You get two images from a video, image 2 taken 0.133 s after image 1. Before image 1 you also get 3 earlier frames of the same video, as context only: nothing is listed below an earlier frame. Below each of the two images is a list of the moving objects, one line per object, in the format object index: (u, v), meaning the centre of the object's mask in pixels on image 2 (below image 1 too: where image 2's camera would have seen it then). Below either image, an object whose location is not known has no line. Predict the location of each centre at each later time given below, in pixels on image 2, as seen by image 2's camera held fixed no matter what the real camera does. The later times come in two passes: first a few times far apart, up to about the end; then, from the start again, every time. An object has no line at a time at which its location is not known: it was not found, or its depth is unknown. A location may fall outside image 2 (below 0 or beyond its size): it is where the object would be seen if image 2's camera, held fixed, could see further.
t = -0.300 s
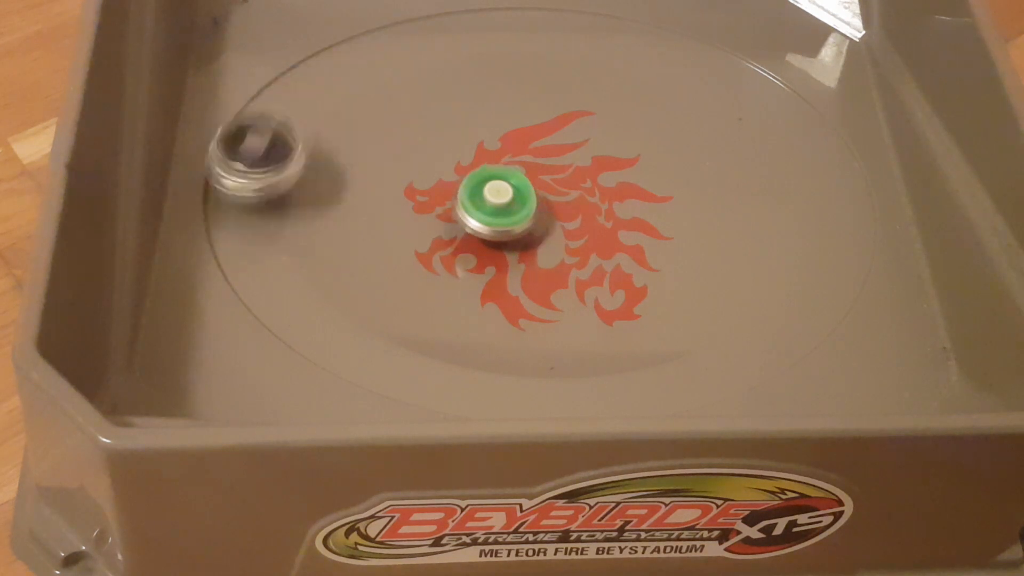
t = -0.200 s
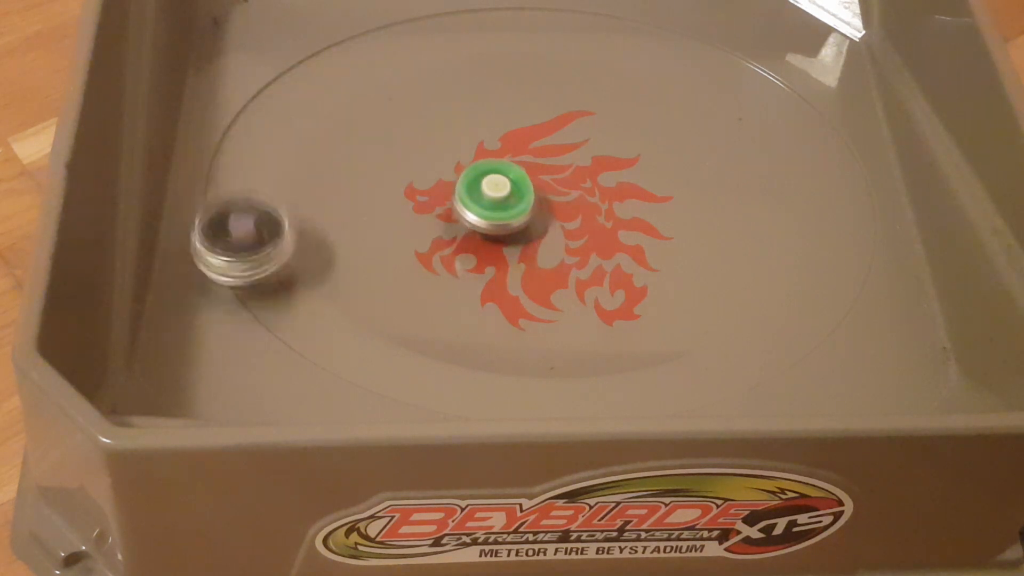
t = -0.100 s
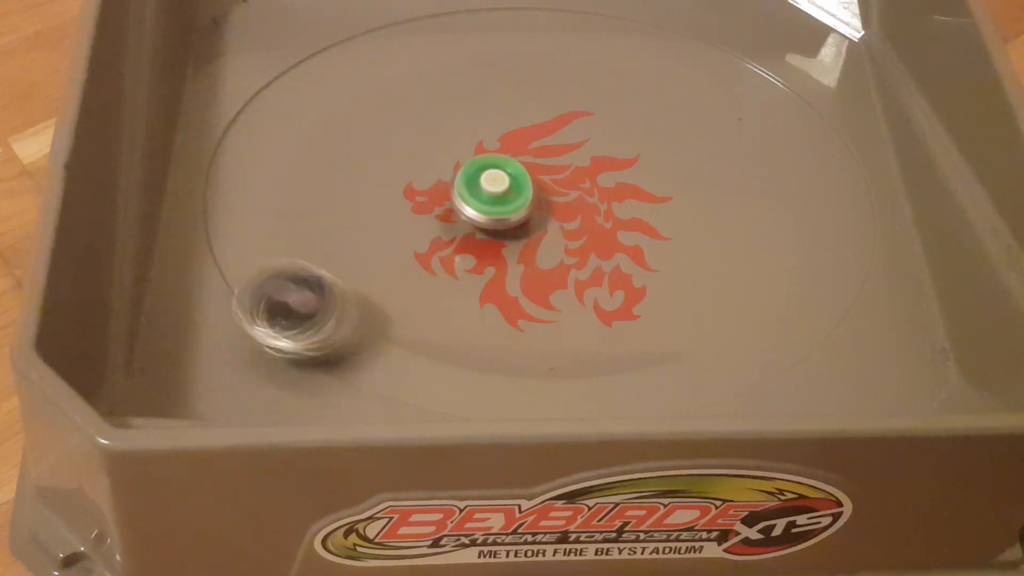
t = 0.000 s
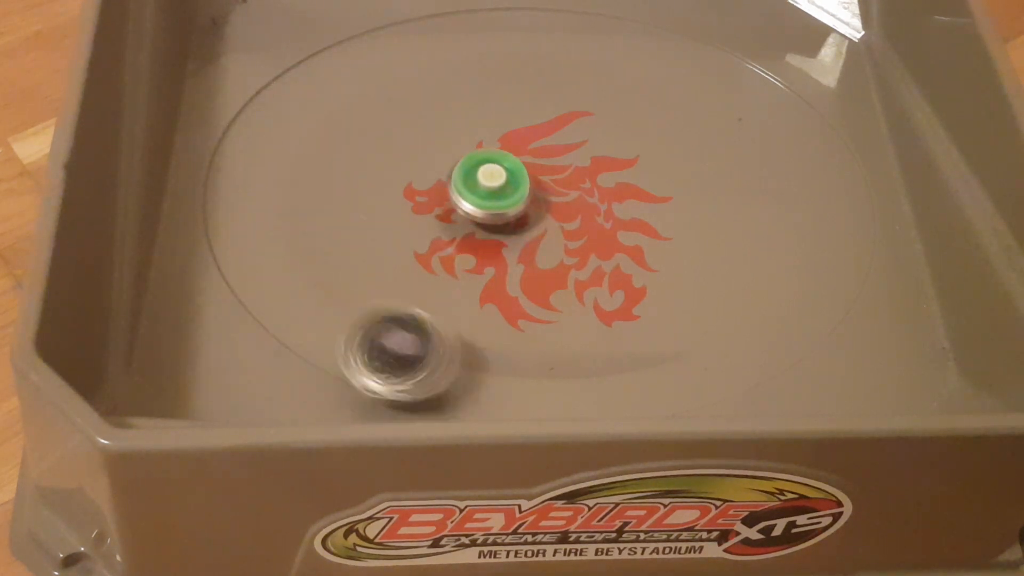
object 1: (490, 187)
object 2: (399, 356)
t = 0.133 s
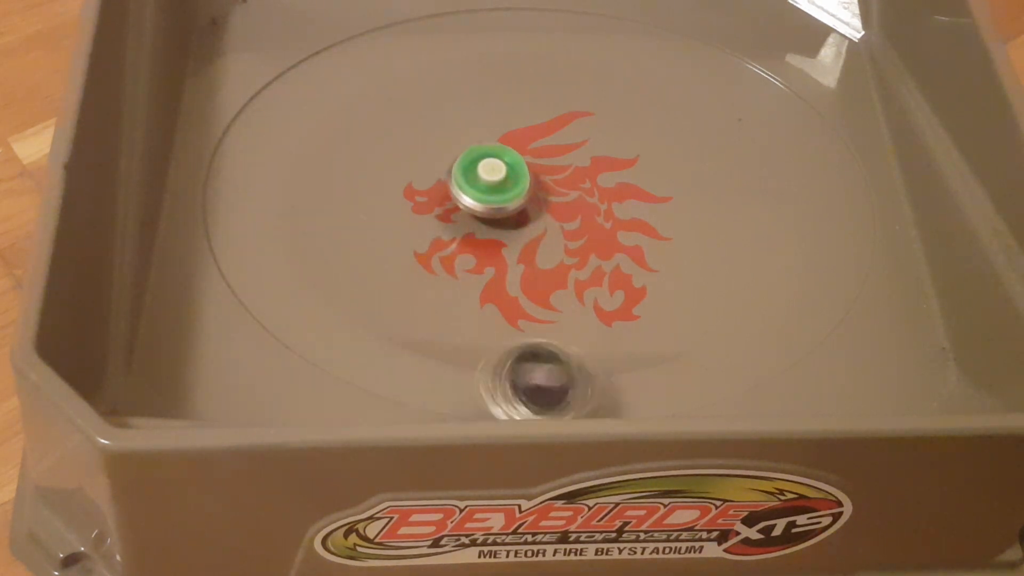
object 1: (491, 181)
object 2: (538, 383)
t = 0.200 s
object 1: (492, 179)
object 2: (613, 384)
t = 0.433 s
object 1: (501, 172)
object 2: (803, 289)
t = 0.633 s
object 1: (514, 167)
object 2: (812, 149)
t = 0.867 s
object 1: (528, 160)
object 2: (685, 31)
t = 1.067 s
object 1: (537, 158)
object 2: (523, 19)
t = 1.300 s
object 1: (549, 160)
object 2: (335, 129)
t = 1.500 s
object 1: (556, 166)
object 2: (390, 321)
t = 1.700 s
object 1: (567, 176)
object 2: (588, 386)
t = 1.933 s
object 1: (580, 188)
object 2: (770, 291)
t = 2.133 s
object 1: (585, 198)
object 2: (734, 121)
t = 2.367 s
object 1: (588, 208)
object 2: (469, 53)
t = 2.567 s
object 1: (588, 216)
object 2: (307, 197)
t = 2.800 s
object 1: (580, 224)
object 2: (517, 337)
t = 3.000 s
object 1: (570, 231)
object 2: (724, 231)
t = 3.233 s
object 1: (558, 236)
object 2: (627, 74)
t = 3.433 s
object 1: (548, 234)
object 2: (411, 114)
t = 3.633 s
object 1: (535, 231)
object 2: (401, 269)
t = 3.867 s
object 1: (519, 227)
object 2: (635, 289)
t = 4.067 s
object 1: (513, 222)
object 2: (698, 166)
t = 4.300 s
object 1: (506, 213)
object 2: (535, 109)
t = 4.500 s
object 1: (529, 252)
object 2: (398, 152)
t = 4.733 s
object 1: (572, 269)
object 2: (434, 262)
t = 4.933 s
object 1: (824, 217)
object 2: (462, 261)
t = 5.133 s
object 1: (830, 131)
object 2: (480, 211)
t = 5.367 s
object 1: (782, 105)
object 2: (438, 151)
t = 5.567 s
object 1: (741, 120)
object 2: (444, 191)
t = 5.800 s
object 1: (632, 145)
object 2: (535, 174)
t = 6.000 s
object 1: (812, 141)
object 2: (380, 186)
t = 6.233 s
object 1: (791, 158)
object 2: (412, 259)
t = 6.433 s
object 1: (693, 160)
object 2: (539, 240)
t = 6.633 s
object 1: (676, 134)
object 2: (530, 192)
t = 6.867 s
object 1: (611, 129)
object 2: (466, 149)
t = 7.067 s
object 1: (558, 139)
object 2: (447, 193)
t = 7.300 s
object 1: (559, 110)
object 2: (514, 245)
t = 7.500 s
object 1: (553, 93)
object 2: (566, 281)
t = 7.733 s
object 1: (512, 148)
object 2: (623, 225)
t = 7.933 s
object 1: (486, 118)
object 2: (618, 214)
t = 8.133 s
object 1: (465, 128)
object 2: (663, 238)
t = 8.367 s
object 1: (483, 178)
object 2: (662, 216)
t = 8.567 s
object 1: (485, 200)
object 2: (586, 219)
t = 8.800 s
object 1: (447, 210)
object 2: (554, 267)
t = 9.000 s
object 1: (445, 224)
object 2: (584, 263)
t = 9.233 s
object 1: (454, 224)
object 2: (554, 222)
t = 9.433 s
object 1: (456, 213)
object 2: (574, 191)
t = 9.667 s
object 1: (472, 207)
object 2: (557, 151)
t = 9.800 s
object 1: (452, 216)
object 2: (559, 132)
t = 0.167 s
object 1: (491, 180)
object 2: (573, 384)
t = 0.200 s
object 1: (492, 179)
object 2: (613, 384)
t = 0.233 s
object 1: (493, 178)
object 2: (646, 379)
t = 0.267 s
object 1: (494, 177)
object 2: (684, 375)
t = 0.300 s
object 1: (495, 176)
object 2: (713, 361)
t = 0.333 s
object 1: (497, 175)
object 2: (742, 348)
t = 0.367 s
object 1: (498, 174)
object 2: (764, 330)
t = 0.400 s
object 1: (500, 173)
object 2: (785, 311)
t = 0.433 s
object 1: (501, 172)
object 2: (803, 289)
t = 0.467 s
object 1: (503, 172)
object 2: (814, 266)
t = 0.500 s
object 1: (505, 171)
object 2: (821, 245)
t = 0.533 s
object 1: (507, 170)
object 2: (826, 220)
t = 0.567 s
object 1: (509, 169)
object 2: (824, 197)
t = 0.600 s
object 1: (512, 168)
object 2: (820, 172)
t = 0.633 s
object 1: (514, 167)
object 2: (812, 149)
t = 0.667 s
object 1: (516, 166)
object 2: (800, 128)
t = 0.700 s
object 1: (518, 165)
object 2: (786, 107)
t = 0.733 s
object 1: (520, 164)
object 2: (770, 87)
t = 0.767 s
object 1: (522, 163)
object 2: (752, 72)
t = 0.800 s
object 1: (524, 162)
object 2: (731, 55)
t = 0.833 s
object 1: (526, 161)
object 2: (707, 40)
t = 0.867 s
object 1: (528, 160)
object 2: (685, 31)
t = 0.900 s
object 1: (529, 160)
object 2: (662, 24)
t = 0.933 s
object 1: (531, 159)
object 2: (638, 20)
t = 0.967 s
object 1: (533, 159)
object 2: (611, 17)
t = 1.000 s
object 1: (534, 159)
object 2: (586, 14)
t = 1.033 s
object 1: (536, 159)
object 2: (554, 15)
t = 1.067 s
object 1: (537, 158)
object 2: (523, 19)
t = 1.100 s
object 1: (538, 158)
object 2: (496, 23)
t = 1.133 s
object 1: (540, 158)
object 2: (464, 29)
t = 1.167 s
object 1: (542, 159)
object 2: (436, 35)
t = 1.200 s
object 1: (543, 159)
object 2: (407, 49)
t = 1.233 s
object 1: (545, 160)
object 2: (379, 71)
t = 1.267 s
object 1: (546, 159)
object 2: (356, 99)
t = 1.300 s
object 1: (549, 160)
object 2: (335, 129)
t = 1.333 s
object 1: (551, 161)
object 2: (319, 166)
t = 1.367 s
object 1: (552, 161)
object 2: (314, 201)
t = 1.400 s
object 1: (553, 163)
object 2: (317, 234)
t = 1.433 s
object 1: (555, 164)
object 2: (332, 266)
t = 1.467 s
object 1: (555, 165)
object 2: (358, 297)
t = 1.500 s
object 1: (556, 166)
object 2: (390, 321)
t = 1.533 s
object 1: (558, 168)
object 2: (419, 343)
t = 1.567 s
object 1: (559, 169)
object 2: (451, 366)
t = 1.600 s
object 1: (561, 171)
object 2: (487, 379)
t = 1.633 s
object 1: (563, 172)
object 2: (519, 383)
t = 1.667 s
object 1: (565, 174)
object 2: (552, 387)
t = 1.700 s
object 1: (567, 176)
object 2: (588, 386)
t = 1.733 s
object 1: (569, 178)
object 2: (621, 381)
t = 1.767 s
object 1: (571, 180)
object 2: (652, 375)
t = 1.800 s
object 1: (573, 182)
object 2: (686, 366)
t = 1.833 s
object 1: (574, 183)
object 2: (711, 350)
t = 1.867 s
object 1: (576, 185)
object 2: (737, 332)
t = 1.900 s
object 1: (578, 187)
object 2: (754, 313)
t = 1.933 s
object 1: (580, 188)
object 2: (770, 291)
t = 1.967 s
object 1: (581, 190)
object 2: (780, 267)
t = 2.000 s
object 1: (582, 192)
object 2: (784, 240)
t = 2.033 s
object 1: (584, 193)
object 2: (780, 210)
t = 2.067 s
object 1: (584, 195)
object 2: (773, 180)
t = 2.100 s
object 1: (585, 196)
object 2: (758, 149)
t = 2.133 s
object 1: (585, 198)
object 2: (734, 121)
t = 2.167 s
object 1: (586, 199)
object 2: (706, 95)
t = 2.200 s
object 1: (586, 201)
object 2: (675, 74)
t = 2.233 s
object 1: (586, 202)
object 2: (637, 58)
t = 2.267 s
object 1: (587, 203)
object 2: (599, 48)
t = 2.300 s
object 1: (587, 205)
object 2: (555, 43)
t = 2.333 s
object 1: (588, 206)
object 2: (513, 45)
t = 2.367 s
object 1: (588, 208)
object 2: (469, 53)
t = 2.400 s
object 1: (588, 209)
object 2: (427, 67)
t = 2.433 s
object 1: (588, 211)
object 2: (391, 84)
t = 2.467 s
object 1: (588, 212)
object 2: (356, 108)
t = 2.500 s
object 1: (588, 214)
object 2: (331, 134)
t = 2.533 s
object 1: (588, 215)
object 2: (311, 167)
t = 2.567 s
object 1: (588, 216)
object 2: (307, 197)
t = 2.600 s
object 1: (587, 218)
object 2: (310, 229)
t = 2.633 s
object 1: (586, 218)
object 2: (324, 259)
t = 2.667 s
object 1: (585, 219)
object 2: (350, 285)
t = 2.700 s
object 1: (584, 221)
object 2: (385, 307)
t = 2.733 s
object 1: (583, 222)
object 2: (422, 324)
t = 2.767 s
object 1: (581, 223)
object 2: (469, 336)
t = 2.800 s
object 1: (580, 224)
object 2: (517, 337)
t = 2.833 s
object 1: (578, 226)
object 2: (565, 335)
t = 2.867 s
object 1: (576, 227)
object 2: (608, 325)
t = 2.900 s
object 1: (574, 227)
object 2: (648, 308)
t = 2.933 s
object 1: (573, 228)
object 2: (683, 285)
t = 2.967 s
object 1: (571, 229)
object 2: (709, 260)
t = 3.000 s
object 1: (570, 231)
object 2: (724, 231)
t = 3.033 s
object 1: (568, 232)
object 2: (732, 200)
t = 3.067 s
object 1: (567, 233)
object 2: (733, 171)
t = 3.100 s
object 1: (565, 233)
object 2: (726, 146)
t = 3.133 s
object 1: (563, 233)
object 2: (710, 122)
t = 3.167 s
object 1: (562, 234)
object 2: (688, 102)
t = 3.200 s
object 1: (560, 235)
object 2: (662, 87)
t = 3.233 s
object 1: (558, 236)
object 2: (627, 74)
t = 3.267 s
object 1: (556, 236)
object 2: (592, 67)
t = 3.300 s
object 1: (555, 236)
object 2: (557, 67)
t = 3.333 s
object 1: (554, 236)
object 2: (519, 70)
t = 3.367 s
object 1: (553, 235)
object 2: (478, 79)
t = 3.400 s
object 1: (551, 235)
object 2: (444, 95)
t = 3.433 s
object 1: (548, 234)
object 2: (411, 114)
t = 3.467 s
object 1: (546, 234)
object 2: (388, 138)
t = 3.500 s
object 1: (544, 233)
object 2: (373, 164)
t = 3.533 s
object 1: (542, 233)
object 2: (367, 193)
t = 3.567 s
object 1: (539, 233)
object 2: (371, 221)
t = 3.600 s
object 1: (537, 232)
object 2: (381, 246)
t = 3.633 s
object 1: (535, 231)
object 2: (401, 269)
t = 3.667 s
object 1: (533, 229)
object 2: (428, 287)
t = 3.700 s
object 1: (530, 229)
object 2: (461, 301)
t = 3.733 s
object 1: (528, 229)
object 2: (496, 310)
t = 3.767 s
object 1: (525, 228)
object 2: (533, 311)
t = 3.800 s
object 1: (523, 227)
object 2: (572, 310)
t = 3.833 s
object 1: (521, 227)
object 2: (608, 300)
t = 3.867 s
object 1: (519, 227)
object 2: (635, 289)
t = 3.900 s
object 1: (518, 226)
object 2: (660, 274)
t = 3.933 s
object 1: (517, 225)
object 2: (681, 256)
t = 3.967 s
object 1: (516, 225)
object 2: (695, 233)
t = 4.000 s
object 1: (515, 224)
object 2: (704, 209)
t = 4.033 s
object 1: (514, 223)
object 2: (704, 187)
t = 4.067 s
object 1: (513, 222)
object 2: (698, 166)
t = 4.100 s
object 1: (512, 221)
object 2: (685, 147)
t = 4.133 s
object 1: (510, 220)
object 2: (669, 133)
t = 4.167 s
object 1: (510, 218)
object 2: (645, 120)
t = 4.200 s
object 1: (509, 217)
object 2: (620, 112)
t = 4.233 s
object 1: (508, 215)
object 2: (592, 107)
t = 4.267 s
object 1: (507, 214)
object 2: (563, 106)
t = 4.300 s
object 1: (506, 213)
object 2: (535, 109)
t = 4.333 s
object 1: (506, 211)
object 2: (508, 115)
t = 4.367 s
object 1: (505, 209)
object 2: (482, 125)
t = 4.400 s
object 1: (504, 208)
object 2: (459, 139)
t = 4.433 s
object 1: (512, 221)
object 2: (435, 141)
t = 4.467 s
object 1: (522, 239)
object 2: (416, 144)
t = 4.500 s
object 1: (529, 252)
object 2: (398, 152)
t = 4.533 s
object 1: (536, 261)
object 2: (384, 162)
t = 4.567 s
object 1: (541, 267)
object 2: (377, 177)
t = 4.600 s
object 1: (547, 270)
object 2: (375, 194)
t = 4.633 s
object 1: (552, 272)
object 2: (381, 213)
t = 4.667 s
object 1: (559, 272)
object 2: (391, 232)
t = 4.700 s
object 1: (566, 270)
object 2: (410, 248)
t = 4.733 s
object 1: (572, 269)
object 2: (434, 262)
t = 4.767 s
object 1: (578, 267)
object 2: (462, 273)
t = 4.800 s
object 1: (583, 265)
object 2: (487, 276)
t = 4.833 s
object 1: (652, 260)
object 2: (479, 275)
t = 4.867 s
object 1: (722, 249)
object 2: (468, 272)
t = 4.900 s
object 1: (777, 234)
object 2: (462, 266)
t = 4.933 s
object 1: (824, 217)
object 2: (462, 261)
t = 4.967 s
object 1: (863, 205)
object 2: (469, 255)
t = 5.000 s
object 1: (882, 186)
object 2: (475, 249)
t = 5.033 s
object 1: (881, 170)
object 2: (480, 242)
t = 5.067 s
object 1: (866, 157)
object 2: (482, 231)
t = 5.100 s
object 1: (846, 143)
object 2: (482, 221)
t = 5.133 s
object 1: (830, 131)
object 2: (480, 211)
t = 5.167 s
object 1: (816, 122)
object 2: (477, 199)
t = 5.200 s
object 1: (805, 115)
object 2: (472, 187)
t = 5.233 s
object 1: (796, 109)
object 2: (465, 175)
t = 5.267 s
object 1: (791, 106)
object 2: (459, 164)
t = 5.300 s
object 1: (787, 105)
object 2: (452, 157)
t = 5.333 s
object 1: (784, 104)
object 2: (445, 152)
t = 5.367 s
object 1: (782, 105)
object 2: (438, 151)
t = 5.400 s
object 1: (778, 106)
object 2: (431, 154)
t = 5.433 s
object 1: (774, 108)
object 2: (424, 157)
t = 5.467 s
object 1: (770, 110)
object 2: (420, 165)
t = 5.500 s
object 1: (765, 113)
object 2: (423, 174)
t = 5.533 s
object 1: (756, 116)
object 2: (432, 184)
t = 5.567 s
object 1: (741, 120)
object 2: (444, 191)
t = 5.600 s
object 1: (725, 123)
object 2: (462, 197)
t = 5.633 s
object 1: (707, 127)
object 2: (478, 198)
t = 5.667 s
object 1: (688, 131)
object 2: (494, 198)
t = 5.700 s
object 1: (670, 135)
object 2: (507, 192)
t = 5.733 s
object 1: (651, 139)
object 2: (523, 188)
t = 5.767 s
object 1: (633, 144)
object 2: (536, 180)
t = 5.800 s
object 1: (632, 145)
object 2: (535, 174)
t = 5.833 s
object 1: (681, 137)
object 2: (497, 174)
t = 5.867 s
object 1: (729, 137)
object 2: (465, 173)
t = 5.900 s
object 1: (761, 133)
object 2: (433, 174)
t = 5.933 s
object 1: (787, 136)
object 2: (410, 176)
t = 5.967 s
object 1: (803, 138)
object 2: (394, 181)
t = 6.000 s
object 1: (812, 141)
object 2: (380, 186)
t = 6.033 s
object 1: (816, 146)
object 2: (371, 194)
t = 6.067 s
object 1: (815, 148)
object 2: (367, 203)
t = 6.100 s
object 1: (813, 151)
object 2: (367, 215)
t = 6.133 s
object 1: (811, 154)
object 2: (370, 226)
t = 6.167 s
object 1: (805, 155)
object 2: (377, 237)
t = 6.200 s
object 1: (800, 157)
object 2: (392, 248)
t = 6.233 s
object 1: (791, 158)
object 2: (412, 259)
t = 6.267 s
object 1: (779, 159)
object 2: (430, 264)
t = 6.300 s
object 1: (763, 158)
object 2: (460, 267)
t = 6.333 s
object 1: (747, 158)
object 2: (481, 264)
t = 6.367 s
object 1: (729, 159)
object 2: (504, 261)
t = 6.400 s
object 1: (711, 160)
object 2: (524, 250)
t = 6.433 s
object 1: (693, 160)
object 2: (539, 240)
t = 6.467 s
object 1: (676, 161)
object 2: (553, 229)
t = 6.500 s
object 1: (659, 162)
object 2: (563, 217)
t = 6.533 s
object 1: (646, 163)
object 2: (570, 206)
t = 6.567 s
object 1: (658, 153)
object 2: (557, 202)
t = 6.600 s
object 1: (671, 141)
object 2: (541, 198)
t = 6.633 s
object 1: (676, 134)
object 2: (530, 192)
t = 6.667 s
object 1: (674, 130)
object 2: (520, 185)
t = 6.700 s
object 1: (666, 129)
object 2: (512, 177)
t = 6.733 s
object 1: (656, 128)
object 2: (503, 168)
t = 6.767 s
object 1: (645, 127)
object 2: (494, 162)
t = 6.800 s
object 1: (633, 128)
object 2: (485, 155)
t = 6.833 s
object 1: (622, 128)
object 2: (475, 150)
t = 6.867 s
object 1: (611, 129)
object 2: (466, 149)
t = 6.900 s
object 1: (600, 131)
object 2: (457, 151)
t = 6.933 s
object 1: (590, 132)
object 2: (448, 156)
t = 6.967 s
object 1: (581, 134)
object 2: (442, 163)
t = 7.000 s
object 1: (572, 136)
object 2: (439, 172)
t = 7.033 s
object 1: (565, 137)
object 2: (440, 182)
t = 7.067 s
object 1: (558, 139)
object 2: (447, 193)
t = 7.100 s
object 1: (553, 141)
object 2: (456, 202)
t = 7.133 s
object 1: (548, 142)
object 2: (469, 210)
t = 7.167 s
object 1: (544, 144)
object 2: (483, 214)
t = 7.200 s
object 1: (540, 146)
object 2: (496, 214)
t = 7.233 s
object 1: (537, 146)
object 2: (508, 215)
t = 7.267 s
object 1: (545, 131)
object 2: (511, 230)
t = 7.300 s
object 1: (559, 110)
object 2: (514, 245)
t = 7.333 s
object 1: (567, 95)
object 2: (518, 255)
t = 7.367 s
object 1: (572, 86)
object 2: (522, 267)
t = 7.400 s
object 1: (572, 83)
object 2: (530, 275)
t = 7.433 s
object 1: (568, 84)
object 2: (541, 278)
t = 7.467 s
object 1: (560, 88)
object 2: (554, 280)
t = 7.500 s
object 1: (553, 93)
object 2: (566, 281)
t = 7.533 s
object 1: (545, 100)
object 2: (580, 278)
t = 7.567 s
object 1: (537, 108)
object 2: (595, 275)
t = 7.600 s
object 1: (529, 117)
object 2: (606, 268)
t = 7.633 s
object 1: (523, 126)
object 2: (616, 260)
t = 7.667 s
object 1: (518, 135)
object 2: (622, 249)
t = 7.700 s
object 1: (514, 143)
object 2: (625, 237)
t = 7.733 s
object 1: (512, 148)
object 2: (623, 225)
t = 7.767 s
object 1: (513, 152)
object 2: (619, 215)
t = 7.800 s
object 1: (515, 155)
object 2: (610, 204)
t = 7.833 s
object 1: (517, 157)
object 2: (601, 195)
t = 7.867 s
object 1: (515, 154)
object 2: (598, 192)
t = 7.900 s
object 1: (499, 134)
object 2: (608, 205)
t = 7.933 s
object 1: (486, 118)
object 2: (618, 214)
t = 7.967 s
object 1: (477, 108)
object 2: (625, 221)
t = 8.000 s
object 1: (471, 103)
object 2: (632, 228)
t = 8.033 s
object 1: (467, 105)
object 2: (640, 231)
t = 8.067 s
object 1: (465, 111)
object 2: (648, 235)
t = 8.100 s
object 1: (465, 120)
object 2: (656, 238)
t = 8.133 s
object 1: (465, 128)
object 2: (663, 238)
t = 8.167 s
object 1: (466, 138)
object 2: (669, 239)
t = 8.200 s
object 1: (468, 146)
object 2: (675, 236)
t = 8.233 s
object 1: (470, 154)
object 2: (680, 233)
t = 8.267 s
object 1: (473, 161)
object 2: (682, 230)
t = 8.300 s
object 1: (476, 167)
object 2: (680, 224)
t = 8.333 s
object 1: (479, 172)
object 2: (673, 220)
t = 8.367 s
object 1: (483, 178)
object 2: (662, 216)
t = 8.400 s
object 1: (486, 182)
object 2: (646, 210)
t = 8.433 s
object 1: (489, 187)
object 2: (632, 210)
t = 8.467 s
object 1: (492, 192)
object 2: (619, 211)
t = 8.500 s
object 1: (494, 196)
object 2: (604, 211)
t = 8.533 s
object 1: (495, 200)
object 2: (591, 214)
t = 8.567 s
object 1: (485, 200)
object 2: (586, 219)
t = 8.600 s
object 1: (478, 201)
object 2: (578, 223)
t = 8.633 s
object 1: (474, 204)
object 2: (571, 229)
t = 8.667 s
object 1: (471, 207)
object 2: (563, 233)
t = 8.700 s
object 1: (463, 207)
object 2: (559, 242)
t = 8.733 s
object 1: (454, 206)
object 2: (558, 251)
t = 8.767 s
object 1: (449, 208)
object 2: (555, 258)
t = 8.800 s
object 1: (447, 210)
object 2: (554, 267)
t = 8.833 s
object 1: (445, 213)
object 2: (555, 271)
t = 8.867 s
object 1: (444, 216)
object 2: (559, 274)
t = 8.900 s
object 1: (443, 218)
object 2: (565, 274)
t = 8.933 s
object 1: (443, 220)
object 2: (571, 274)
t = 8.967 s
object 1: (443, 222)
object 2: (580, 270)
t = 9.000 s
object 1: (445, 224)
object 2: (584, 263)
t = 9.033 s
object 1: (448, 225)
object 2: (585, 258)
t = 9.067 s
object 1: (450, 226)
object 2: (583, 250)
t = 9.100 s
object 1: (452, 227)
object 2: (577, 245)
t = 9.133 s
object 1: (455, 227)
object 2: (570, 239)
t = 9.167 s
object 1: (458, 227)
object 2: (563, 231)
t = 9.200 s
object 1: (460, 226)
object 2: (555, 227)
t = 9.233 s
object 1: (454, 224)
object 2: (554, 222)
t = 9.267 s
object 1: (447, 220)
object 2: (559, 219)
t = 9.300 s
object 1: (445, 217)
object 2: (564, 214)
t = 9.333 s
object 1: (446, 215)
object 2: (567, 209)
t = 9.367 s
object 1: (449, 214)
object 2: (571, 203)
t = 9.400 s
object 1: (452, 214)
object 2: (572, 197)
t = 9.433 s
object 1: (456, 213)
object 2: (574, 191)
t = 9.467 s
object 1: (461, 213)
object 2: (574, 183)
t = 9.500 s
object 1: (465, 211)
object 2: (572, 179)
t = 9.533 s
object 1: (469, 210)
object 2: (569, 171)
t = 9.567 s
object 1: (473, 207)
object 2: (565, 166)
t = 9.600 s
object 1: (477, 205)
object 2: (560, 161)
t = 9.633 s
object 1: (481, 204)
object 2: (554, 157)
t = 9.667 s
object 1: (472, 207)
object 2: (557, 151)
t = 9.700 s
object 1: (459, 211)
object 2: (561, 145)
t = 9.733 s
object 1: (452, 213)
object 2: (564, 139)
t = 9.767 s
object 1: (451, 215)
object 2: (563, 135)
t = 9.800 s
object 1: (452, 216)
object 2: (559, 132)
